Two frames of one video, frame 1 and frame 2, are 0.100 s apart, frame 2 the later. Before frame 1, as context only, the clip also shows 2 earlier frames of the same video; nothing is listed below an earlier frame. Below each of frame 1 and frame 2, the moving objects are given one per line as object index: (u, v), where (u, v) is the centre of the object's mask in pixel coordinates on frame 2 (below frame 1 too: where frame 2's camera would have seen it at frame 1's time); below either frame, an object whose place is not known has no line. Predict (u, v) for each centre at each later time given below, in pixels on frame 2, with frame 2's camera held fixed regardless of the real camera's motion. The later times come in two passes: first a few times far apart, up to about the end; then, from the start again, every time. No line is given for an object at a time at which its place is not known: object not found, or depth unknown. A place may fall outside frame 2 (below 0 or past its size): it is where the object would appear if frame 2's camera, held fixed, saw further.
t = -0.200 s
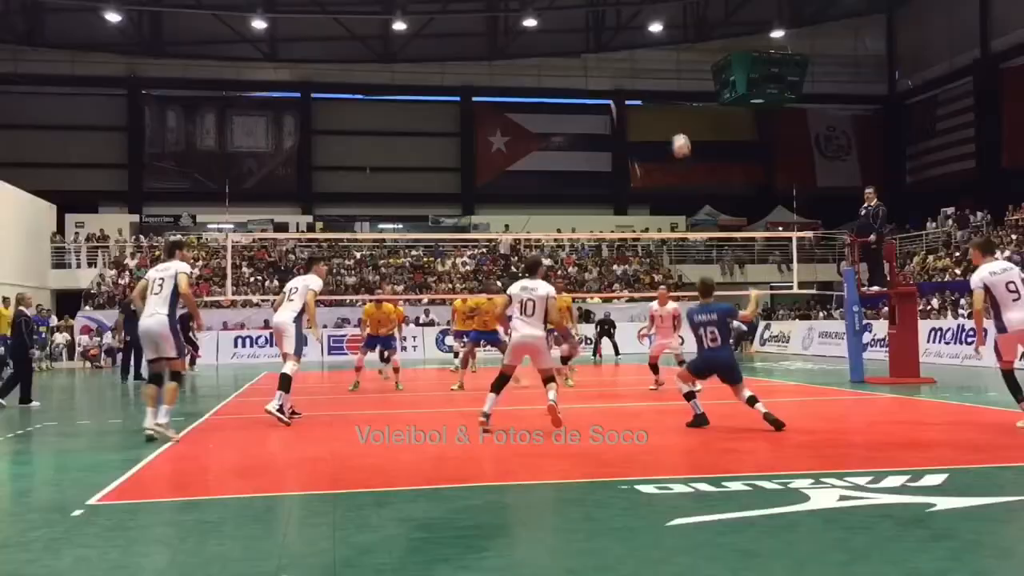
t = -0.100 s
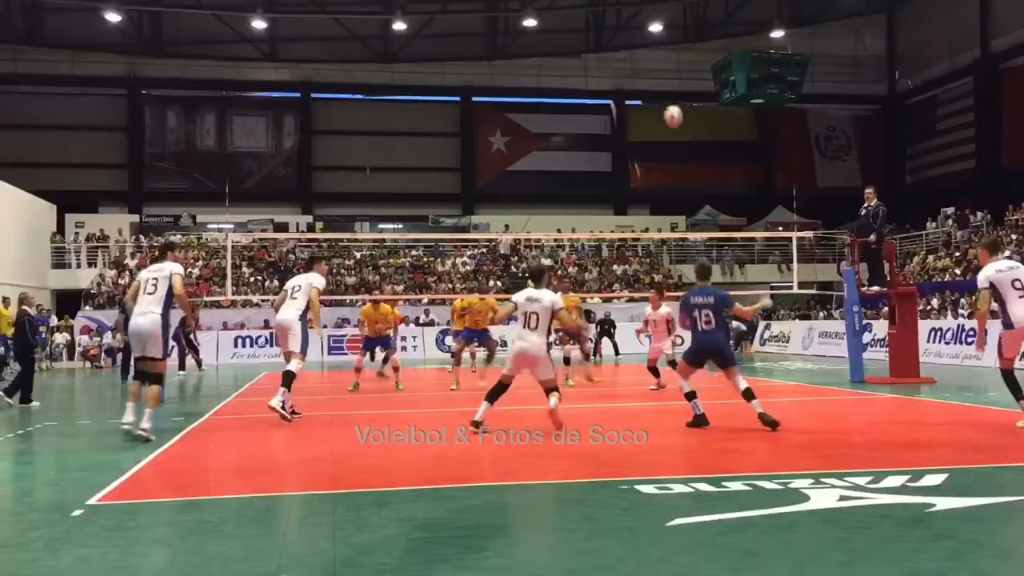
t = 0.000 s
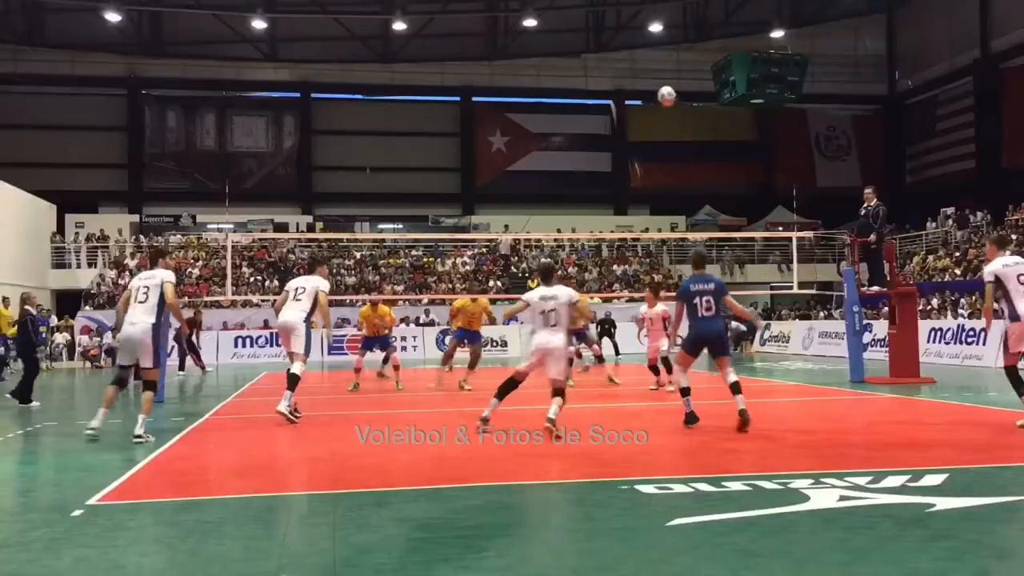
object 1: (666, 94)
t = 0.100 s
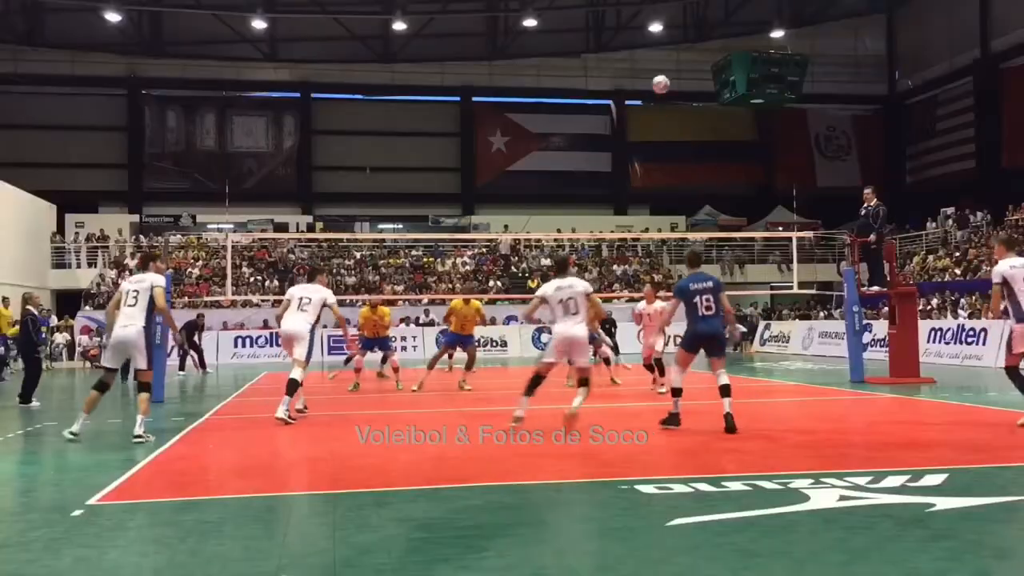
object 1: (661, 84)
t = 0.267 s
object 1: (651, 82)
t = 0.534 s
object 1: (639, 120)
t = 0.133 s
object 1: (659, 80)
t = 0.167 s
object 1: (657, 81)
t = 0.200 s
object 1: (655, 80)
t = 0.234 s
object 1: (653, 81)
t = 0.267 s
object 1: (651, 82)
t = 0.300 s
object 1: (650, 84)
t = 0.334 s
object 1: (648, 87)
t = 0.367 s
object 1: (647, 91)
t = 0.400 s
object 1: (645, 95)
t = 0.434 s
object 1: (643, 100)
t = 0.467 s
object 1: (641, 106)
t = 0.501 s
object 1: (640, 113)
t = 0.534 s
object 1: (639, 120)
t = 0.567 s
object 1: (637, 129)
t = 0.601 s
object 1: (636, 137)
